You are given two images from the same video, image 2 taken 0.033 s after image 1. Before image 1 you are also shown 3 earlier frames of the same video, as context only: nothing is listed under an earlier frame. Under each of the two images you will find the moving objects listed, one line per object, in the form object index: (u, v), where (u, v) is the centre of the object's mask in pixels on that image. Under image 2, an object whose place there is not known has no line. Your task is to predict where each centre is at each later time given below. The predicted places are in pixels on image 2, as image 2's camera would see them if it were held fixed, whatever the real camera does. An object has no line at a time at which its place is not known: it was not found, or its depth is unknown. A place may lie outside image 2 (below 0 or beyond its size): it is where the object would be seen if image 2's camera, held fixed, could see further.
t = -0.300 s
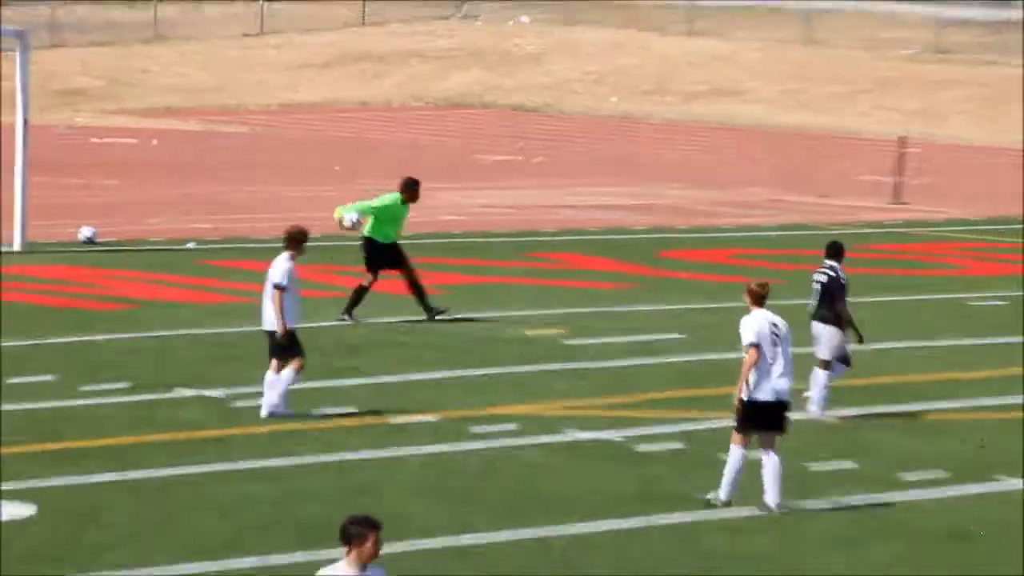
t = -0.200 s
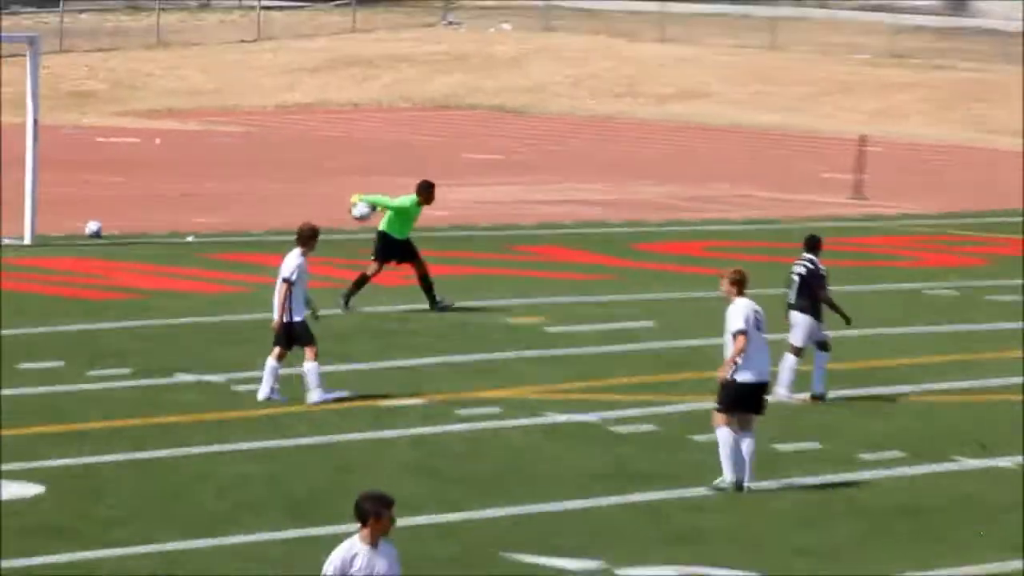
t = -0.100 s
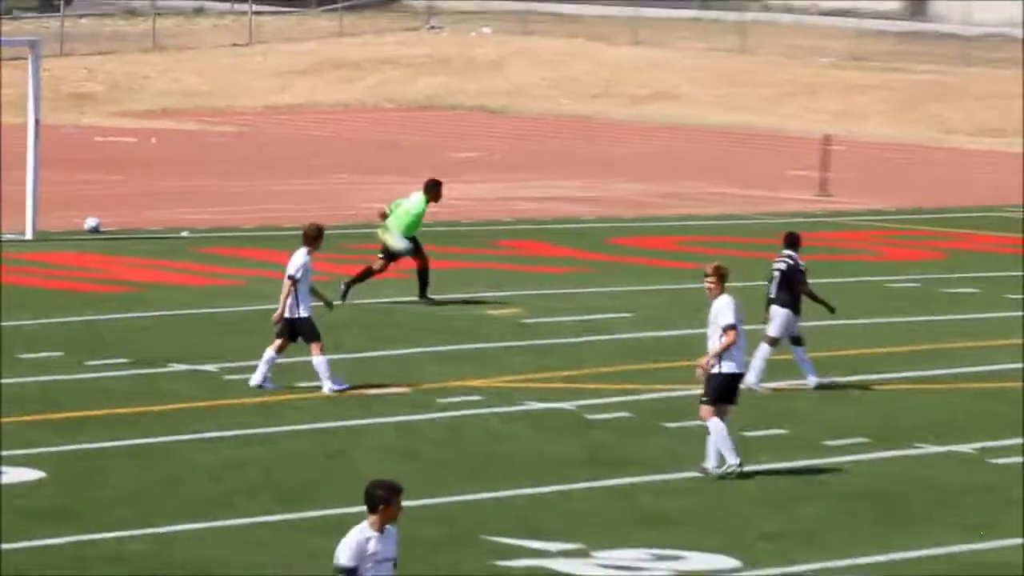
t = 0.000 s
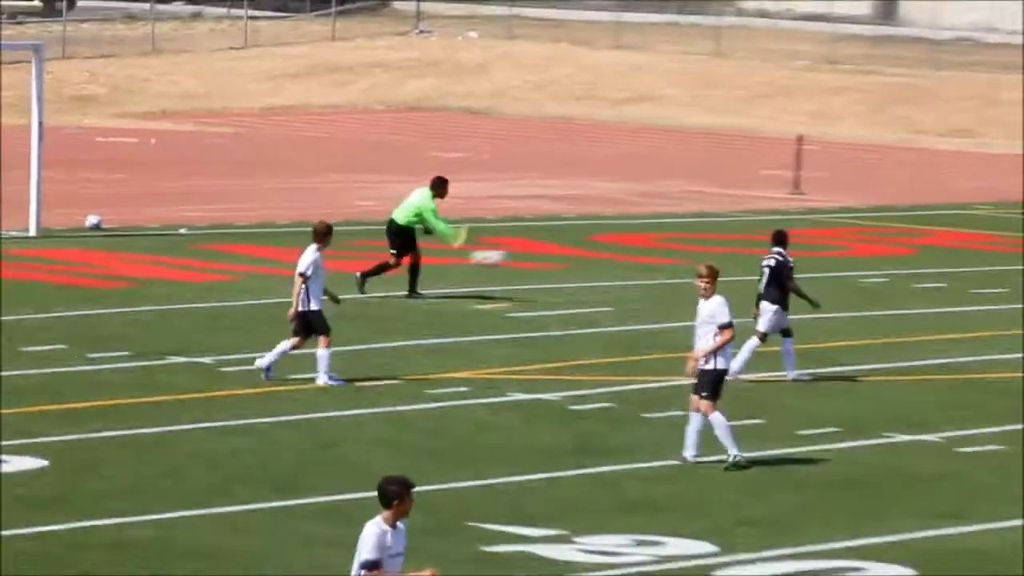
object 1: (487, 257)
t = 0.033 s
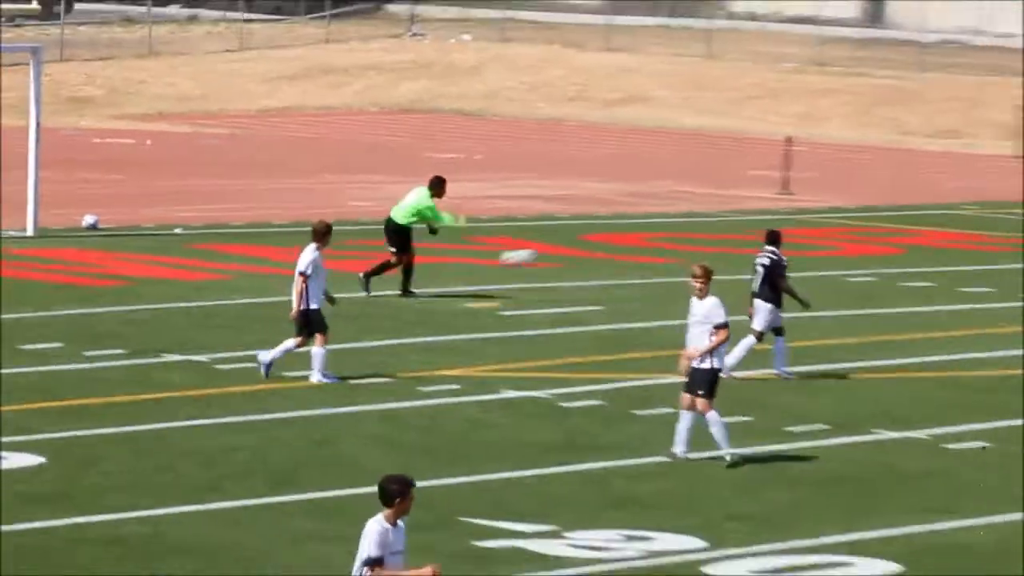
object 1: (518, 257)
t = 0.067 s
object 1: (551, 257)
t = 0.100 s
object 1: (585, 260)
